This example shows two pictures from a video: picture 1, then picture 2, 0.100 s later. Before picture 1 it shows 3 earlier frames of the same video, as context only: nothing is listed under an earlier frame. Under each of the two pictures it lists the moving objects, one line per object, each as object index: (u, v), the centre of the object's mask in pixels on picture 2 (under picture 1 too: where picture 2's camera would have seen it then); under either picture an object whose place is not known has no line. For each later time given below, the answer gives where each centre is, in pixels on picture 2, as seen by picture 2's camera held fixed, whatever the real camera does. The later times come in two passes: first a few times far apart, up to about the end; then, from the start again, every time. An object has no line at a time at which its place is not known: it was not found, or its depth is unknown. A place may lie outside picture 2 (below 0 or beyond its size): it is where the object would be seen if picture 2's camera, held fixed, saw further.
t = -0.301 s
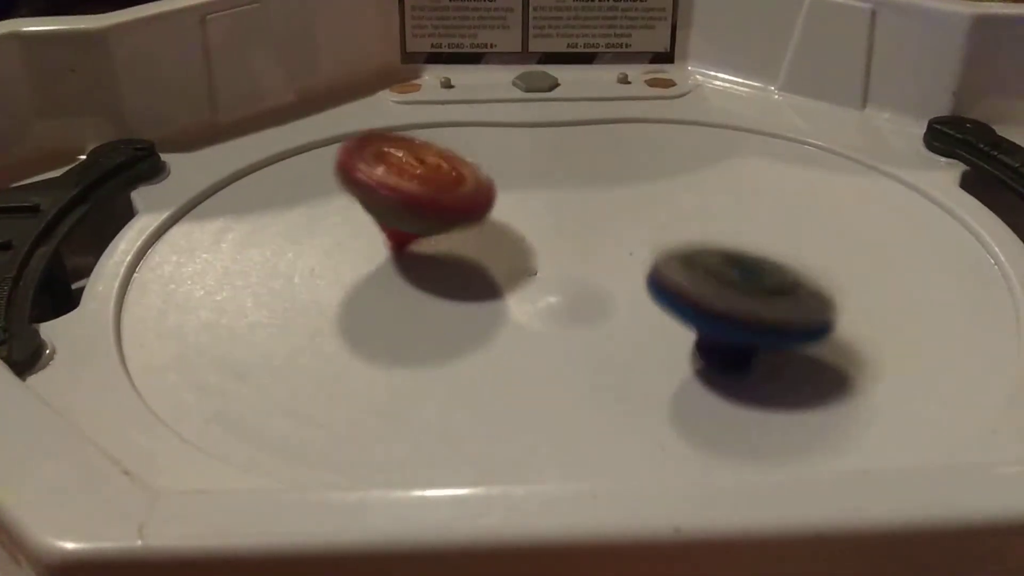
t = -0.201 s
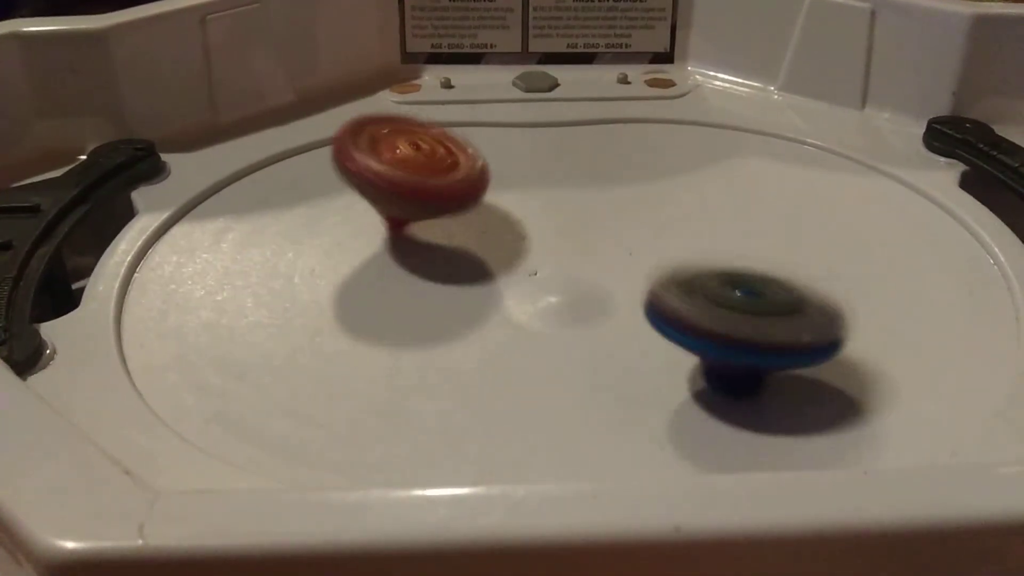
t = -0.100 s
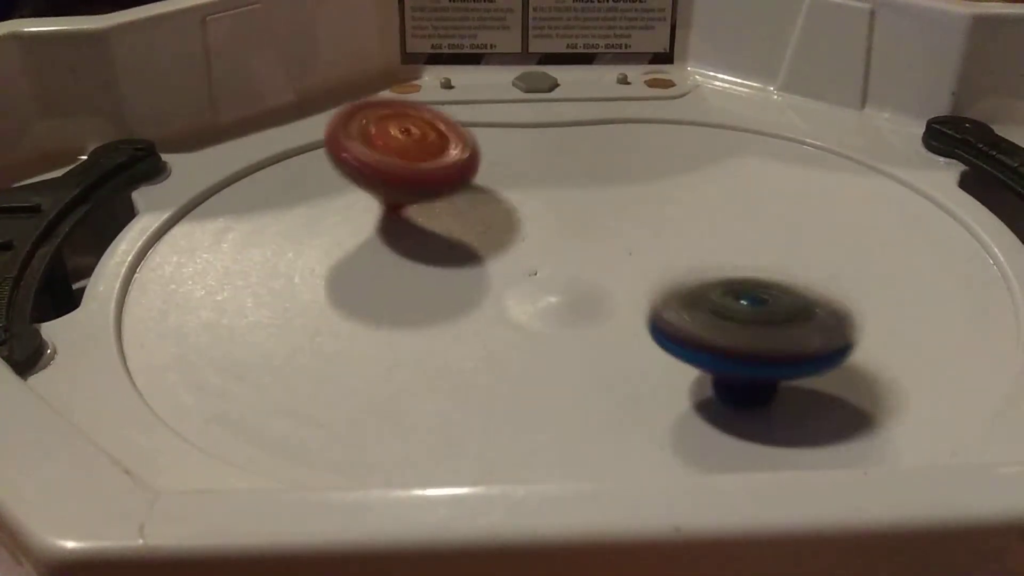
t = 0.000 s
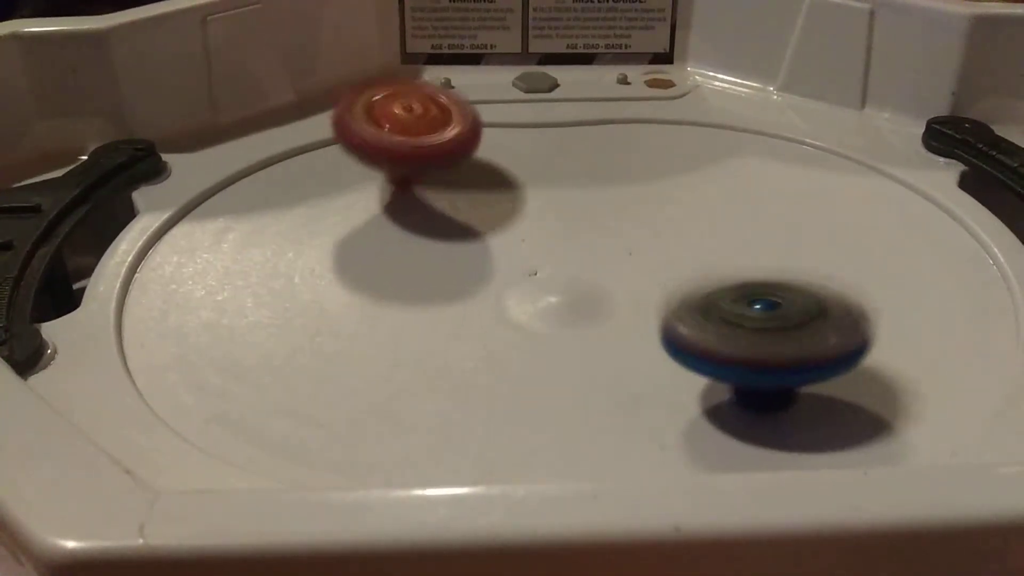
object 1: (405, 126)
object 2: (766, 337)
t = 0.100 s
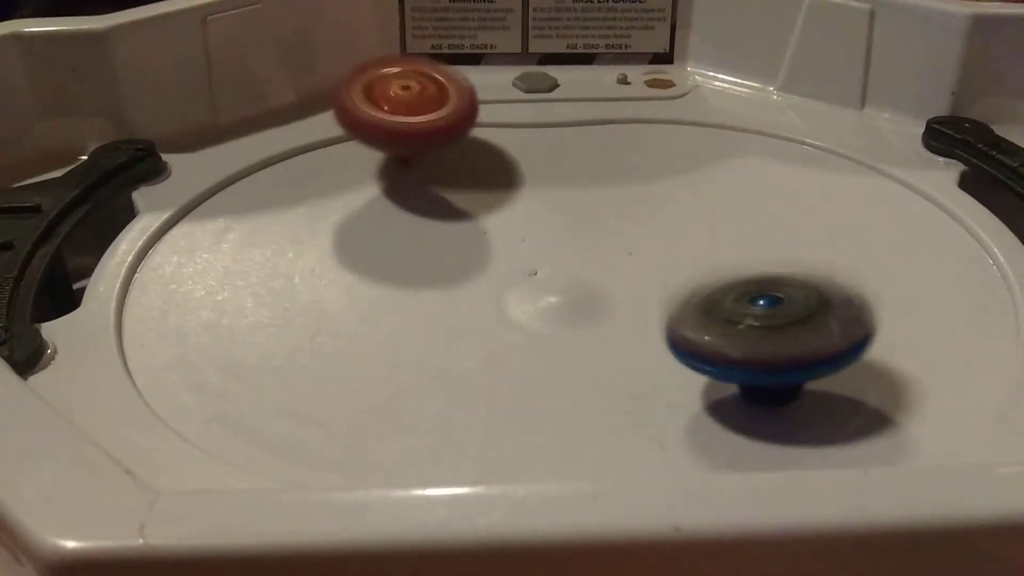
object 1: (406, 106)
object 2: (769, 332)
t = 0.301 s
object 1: (437, 140)
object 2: (731, 293)
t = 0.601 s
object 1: (564, 127)
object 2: (843, 342)
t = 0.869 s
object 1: (554, 163)
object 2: (783, 368)
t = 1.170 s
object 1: (768, 187)
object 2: (611, 363)
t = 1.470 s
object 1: (706, 141)
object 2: (437, 317)
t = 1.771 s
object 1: (654, 246)
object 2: (366, 230)
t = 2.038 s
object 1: (840, 255)
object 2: (341, 177)
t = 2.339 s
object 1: (699, 228)
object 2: (460, 184)
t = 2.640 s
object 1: (712, 315)
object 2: (445, 132)
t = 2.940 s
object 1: (777, 292)
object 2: (473, 161)
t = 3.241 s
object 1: (652, 262)
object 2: (487, 167)
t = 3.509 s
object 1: (616, 266)
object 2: (537, 164)
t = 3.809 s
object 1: (607, 284)
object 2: (604, 178)
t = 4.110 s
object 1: (568, 298)
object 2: (715, 168)
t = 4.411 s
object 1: (418, 311)
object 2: (713, 138)
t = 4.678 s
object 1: (400, 253)
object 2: (650, 211)
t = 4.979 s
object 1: (493, 189)
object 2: (660, 328)
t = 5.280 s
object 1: (633, 176)
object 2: (694, 296)
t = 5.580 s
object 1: (718, 147)
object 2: (586, 290)
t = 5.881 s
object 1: (674, 199)
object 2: (531, 297)
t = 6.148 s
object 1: (611, 212)
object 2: (505, 343)
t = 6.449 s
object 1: (644, 199)
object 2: (478, 306)
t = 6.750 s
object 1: (730, 200)
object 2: (432, 297)
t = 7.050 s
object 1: (733, 247)
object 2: (421, 274)
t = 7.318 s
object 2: (420, 263)
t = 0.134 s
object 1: (404, 104)
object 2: (767, 327)
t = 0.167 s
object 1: (402, 106)
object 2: (762, 322)
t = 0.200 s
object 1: (404, 111)
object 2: (756, 316)
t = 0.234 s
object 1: (408, 117)
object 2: (749, 309)
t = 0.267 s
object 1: (421, 129)
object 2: (741, 301)
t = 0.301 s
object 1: (437, 140)
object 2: (731, 293)
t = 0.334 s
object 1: (457, 150)
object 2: (717, 283)
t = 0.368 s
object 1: (481, 160)
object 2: (705, 273)
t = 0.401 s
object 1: (508, 171)
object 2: (694, 267)
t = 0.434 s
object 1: (541, 180)
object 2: (683, 259)
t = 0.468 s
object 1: (557, 173)
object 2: (715, 277)
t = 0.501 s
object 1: (562, 157)
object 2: (762, 301)
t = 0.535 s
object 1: (565, 146)
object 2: (798, 316)
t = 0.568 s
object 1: (565, 136)
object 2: (827, 331)
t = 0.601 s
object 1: (564, 127)
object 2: (843, 342)
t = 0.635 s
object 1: (560, 120)
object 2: (848, 349)
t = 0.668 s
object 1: (555, 117)
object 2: (846, 355)
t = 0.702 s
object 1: (549, 118)
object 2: (844, 361)
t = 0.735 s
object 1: (544, 122)
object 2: (840, 367)
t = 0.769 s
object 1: (543, 129)
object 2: (831, 371)
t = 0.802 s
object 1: (543, 139)
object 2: (817, 373)
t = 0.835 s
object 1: (548, 150)
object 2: (801, 372)
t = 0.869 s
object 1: (554, 163)
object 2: (783, 368)
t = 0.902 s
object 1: (566, 177)
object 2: (763, 362)
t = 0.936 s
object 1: (584, 191)
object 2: (744, 357)
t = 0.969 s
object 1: (608, 204)
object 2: (722, 345)
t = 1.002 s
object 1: (637, 215)
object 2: (701, 334)
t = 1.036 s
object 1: (665, 218)
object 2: (691, 326)
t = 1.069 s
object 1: (700, 217)
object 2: (672, 338)
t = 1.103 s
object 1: (729, 208)
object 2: (652, 357)
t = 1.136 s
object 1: (752, 198)
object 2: (633, 361)
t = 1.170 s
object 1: (768, 187)
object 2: (611, 363)
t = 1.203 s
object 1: (780, 176)
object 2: (591, 358)
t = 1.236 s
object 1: (786, 166)
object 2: (569, 356)
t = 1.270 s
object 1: (789, 158)
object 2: (546, 351)
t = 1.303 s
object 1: (784, 149)
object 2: (522, 348)
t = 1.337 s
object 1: (774, 140)
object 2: (500, 342)
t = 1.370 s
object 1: (759, 136)
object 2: (480, 339)
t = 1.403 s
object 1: (743, 135)
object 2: (463, 334)
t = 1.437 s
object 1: (725, 137)
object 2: (450, 327)
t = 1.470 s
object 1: (706, 141)
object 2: (437, 317)
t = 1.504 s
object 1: (685, 149)
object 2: (430, 309)
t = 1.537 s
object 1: (667, 157)
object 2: (422, 300)
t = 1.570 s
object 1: (646, 168)
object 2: (419, 288)
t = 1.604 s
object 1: (626, 182)
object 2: (417, 279)
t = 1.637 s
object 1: (610, 198)
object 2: (418, 268)
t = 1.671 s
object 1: (596, 213)
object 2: (417, 259)
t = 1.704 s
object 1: (592, 225)
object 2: (415, 248)
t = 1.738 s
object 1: (618, 235)
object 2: (390, 238)
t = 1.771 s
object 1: (654, 246)
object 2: (366, 230)
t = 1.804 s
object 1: (684, 255)
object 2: (353, 222)
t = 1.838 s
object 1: (712, 261)
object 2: (347, 215)
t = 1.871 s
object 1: (738, 264)
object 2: (342, 207)
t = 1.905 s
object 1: (767, 266)
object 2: (337, 199)
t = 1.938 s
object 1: (793, 266)
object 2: (335, 191)
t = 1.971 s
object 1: (813, 264)
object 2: (336, 186)
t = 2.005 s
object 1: (829, 260)
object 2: (336, 182)
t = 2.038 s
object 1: (840, 255)
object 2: (341, 177)
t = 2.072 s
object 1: (845, 251)
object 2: (348, 175)
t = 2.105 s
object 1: (842, 245)
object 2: (355, 174)
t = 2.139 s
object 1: (833, 241)
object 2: (364, 171)
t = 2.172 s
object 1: (821, 236)
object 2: (378, 170)
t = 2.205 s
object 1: (802, 232)
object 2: (391, 172)
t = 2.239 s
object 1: (780, 230)
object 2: (406, 174)
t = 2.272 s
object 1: (756, 228)
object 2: (425, 178)
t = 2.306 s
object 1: (727, 228)
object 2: (442, 181)
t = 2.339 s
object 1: (699, 228)
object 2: (460, 184)
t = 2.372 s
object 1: (673, 228)
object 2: (477, 186)
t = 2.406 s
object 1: (640, 231)
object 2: (495, 189)
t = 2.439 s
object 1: (628, 242)
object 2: (490, 179)
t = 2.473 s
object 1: (643, 258)
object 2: (470, 168)
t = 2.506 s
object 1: (653, 271)
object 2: (455, 155)
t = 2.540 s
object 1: (664, 283)
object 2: (446, 147)
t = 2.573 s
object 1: (677, 293)
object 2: (443, 140)
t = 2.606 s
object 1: (694, 305)
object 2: (444, 137)
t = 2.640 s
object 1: (712, 315)
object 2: (445, 132)
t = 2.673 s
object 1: (734, 322)
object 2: (445, 129)
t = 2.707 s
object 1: (754, 327)
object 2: (445, 126)
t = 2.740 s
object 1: (773, 329)
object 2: (445, 126)
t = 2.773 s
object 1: (791, 327)
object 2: (448, 127)
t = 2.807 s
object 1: (801, 322)
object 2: (450, 132)
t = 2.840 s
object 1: (803, 317)
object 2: (454, 137)
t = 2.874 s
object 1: (801, 311)
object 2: (459, 145)
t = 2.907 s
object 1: (792, 301)
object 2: (467, 153)
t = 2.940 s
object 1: (777, 292)
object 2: (473, 161)
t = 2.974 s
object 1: (757, 281)
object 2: (481, 169)
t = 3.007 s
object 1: (733, 273)
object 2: (490, 177)
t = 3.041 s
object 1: (708, 264)
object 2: (500, 185)
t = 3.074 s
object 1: (681, 256)
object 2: (514, 193)
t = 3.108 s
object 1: (652, 250)
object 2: (521, 200)
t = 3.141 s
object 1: (655, 252)
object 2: (514, 188)
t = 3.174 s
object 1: (655, 257)
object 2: (500, 180)
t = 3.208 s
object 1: (655, 259)
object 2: (490, 172)
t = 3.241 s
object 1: (652, 262)
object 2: (487, 167)
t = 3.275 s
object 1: (650, 265)
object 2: (490, 165)
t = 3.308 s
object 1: (647, 266)
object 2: (498, 161)
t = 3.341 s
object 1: (642, 266)
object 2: (503, 157)
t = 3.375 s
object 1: (639, 268)
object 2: (510, 155)
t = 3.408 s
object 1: (633, 268)
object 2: (515, 154)
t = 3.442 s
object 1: (628, 267)
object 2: (523, 156)
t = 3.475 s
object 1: (623, 267)
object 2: (530, 159)
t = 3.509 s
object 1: (616, 266)
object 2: (537, 164)
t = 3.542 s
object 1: (609, 263)
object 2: (544, 166)
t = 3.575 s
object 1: (603, 259)
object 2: (550, 169)
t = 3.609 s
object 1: (600, 258)
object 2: (558, 170)
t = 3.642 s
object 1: (592, 260)
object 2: (565, 172)
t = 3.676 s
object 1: (588, 267)
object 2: (571, 173)
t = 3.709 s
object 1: (591, 274)
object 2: (576, 174)
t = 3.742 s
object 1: (594, 279)
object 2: (585, 174)
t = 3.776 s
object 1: (601, 282)
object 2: (595, 176)
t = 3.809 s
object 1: (607, 284)
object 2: (604, 178)
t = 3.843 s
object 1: (613, 285)
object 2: (612, 180)
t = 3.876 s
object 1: (620, 284)
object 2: (624, 182)
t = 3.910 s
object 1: (625, 282)
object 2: (632, 184)
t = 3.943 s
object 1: (632, 281)
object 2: (642, 186)
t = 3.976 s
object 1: (632, 276)
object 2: (651, 189)
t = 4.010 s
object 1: (632, 272)
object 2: (664, 189)
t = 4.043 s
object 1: (611, 276)
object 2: (679, 188)
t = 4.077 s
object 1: (591, 289)
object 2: (700, 181)
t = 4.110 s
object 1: (568, 298)
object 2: (715, 168)
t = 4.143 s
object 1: (550, 304)
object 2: (725, 158)
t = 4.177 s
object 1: (529, 308)
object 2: (730, 152)
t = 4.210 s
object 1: (512, 313)
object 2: (732, 146)
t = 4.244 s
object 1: (494, 315)
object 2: (734, 142)
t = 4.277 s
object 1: (476, 317)
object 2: (733, 139)
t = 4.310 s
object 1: (456, 316)
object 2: (730, 138)
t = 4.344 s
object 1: (441, 317)
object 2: (726, 137)
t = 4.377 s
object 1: (427, 313)
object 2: (720, 137)
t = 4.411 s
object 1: (418, 311)
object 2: (713, 138)
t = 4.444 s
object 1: (408, 305)
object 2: (703, 142)
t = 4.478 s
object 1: (402, 298)
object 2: (694, 146)
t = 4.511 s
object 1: (396, 293)
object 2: (685, 153)
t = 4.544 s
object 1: (395, 285)
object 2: (679, 160)
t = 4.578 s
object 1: (395, 279)
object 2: (671, 173)
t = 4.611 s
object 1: (394, 270)
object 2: (664, 184)
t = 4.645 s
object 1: (399, 261)
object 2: (657, 195)
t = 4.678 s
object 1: (400, 253)
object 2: (650, 211)
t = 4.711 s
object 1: (406, 245)
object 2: (643, 226)
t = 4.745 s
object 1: (414, 237)
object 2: (636, 244)
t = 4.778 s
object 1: (422, 228)
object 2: (633, 258)
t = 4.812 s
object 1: (434, 221)
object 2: (636, 273)
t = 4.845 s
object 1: (445, 213)
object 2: (639, 288)
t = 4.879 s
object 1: (455, 207)
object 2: (642, 301)
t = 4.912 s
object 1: (467, 200)
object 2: (647, 312)
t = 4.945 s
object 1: (481, 194)
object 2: (653, 322)
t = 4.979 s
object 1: (493, 189)
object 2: (660, 328)
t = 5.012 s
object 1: (507, 185)
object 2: (668, 328)
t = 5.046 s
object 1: (520, 181)
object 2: (676, 332)
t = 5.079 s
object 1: (537, 177)
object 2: (684, 330)
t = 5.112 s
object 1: (552, 174)
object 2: (690, 327)
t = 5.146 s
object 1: (569, 172)
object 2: (697, 322)
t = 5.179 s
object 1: (584, 172)
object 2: (701, 317)
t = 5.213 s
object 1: (601, 173)
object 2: (702, 311)
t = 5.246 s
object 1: (618, 174)
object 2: (700, 304)
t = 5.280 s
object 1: (633, 176)
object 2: (694, 296)
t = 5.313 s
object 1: (650, 175)
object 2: (687, 283)
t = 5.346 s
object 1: (667, 171)
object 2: (682, 286)
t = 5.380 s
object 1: (680, 166)
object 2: (674, 287)
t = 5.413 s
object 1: (690, 163)
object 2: (664, 294)
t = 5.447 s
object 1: (700, 157)
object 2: (651, 294)
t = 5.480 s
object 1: (710, 153)
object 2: (634, 295)
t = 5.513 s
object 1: (714, 150)
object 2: (616, 294)
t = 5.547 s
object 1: (716, 147)
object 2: (602, 288)
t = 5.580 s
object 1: (718, 147)
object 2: (586, 290)
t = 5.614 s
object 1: (717, 147)
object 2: (578, 289)
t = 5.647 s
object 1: (715, 150)
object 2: (565, 285)
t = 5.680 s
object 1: (710, 153)
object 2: (553, 285)
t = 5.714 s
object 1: (707, 158)
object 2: (546, 285)
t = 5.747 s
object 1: (700, 165)
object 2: (540, 288)
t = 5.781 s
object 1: (695, 173)
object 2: (535, 289)
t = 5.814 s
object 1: (691, 181)
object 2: (532, 291)
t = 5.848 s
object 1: (682, 190)
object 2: (531, 295)
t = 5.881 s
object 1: (674, 199)
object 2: (531, 297)
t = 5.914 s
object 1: (666, 208)
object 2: (534, 298)
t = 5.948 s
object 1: (657, 216)
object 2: (538, 300)
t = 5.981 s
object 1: (648, 221)
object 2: (540, 300)
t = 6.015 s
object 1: (646, 219)
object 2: (523, 316)
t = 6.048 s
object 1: (644, 215)
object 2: (508, 331)
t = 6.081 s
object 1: (635, 213)
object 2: (500, 335)
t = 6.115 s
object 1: (623, 211)
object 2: (500, 338)
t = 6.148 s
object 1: (611, 212)
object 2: (505, 343)
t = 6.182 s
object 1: (601, 211)
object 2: (507, 345)
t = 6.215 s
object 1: (591, 214)
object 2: (509, 345)
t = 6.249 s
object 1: (587, 214)
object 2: (516, 337)
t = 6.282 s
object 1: (590, 216)
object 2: (518, 331)
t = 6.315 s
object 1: (595, 215)
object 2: (524, 320)
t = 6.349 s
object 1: (607, 212)
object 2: (527, 308)
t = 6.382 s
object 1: (623, 208)
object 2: (506, 308)
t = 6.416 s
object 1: (635, 203)
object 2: (490, 305)
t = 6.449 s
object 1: (644, 199)
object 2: (478, 306)
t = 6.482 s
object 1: (648, 196)
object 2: (464, 306)
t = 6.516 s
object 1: (654, 193)
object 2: (458, 307)
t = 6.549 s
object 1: (663, 190)
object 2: (450, 308)
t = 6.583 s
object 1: (670, 187)
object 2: (446, 304)
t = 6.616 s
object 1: (682, 188)
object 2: (444, 304)
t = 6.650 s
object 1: (697, 190)
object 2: (439, 303)
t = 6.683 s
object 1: (706, 193)
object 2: (437, 300)
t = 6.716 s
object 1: (718, 197)
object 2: (434, 302)
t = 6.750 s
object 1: (730, 200)
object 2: (432, 297)
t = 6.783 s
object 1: (734, 205)
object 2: (432, 296)
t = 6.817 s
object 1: (739, 210)
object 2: (429, 291)
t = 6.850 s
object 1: (747, 217)
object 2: (428, 291)
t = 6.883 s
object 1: (747, 223)
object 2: (424, 288)
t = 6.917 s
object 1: (747, 228)
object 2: (423, 286)
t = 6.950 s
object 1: (748, 234)
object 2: (420, 285)
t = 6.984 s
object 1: (742, 242)
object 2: (419, 281)
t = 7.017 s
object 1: (738, 246)
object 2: (422, 280)
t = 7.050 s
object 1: (733, 247)
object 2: (421, 274)
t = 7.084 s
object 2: (423, 271)
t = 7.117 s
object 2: (422, 273)
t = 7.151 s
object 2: (420, 271)
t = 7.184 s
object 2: (420, 271)
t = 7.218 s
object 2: (416, 269)
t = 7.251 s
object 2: (416, 265)
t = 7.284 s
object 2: (419, 265)
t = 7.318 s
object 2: (420, 263)
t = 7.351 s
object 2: (426, 266)
